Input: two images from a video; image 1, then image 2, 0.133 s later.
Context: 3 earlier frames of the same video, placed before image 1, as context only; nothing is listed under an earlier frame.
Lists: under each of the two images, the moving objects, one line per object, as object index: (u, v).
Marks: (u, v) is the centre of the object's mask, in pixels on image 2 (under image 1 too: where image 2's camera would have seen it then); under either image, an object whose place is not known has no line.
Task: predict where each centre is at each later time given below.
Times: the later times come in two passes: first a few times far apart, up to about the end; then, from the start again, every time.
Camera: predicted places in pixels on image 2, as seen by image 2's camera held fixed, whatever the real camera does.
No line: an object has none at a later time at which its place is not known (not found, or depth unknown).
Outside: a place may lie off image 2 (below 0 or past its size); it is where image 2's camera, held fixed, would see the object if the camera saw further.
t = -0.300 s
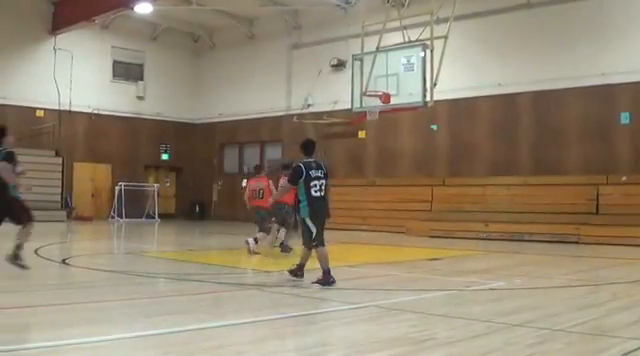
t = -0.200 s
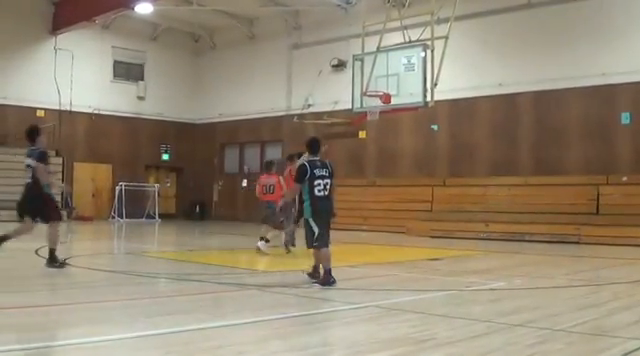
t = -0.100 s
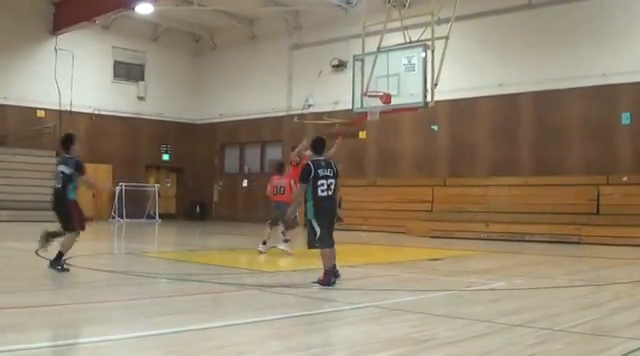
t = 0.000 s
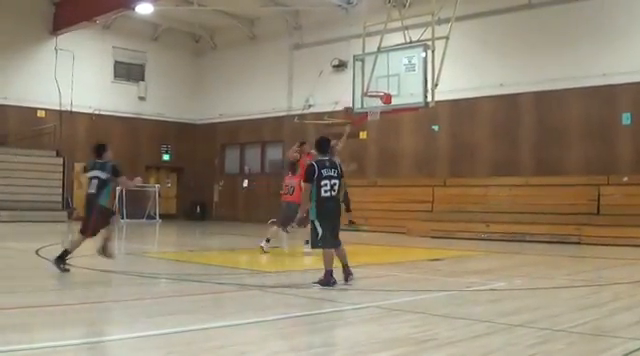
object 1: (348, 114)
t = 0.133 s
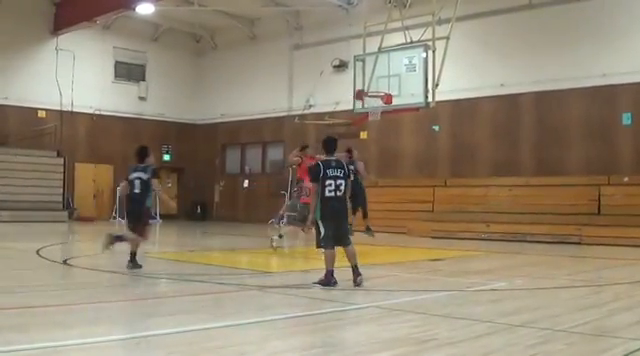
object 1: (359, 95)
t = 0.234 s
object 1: (368, 88)
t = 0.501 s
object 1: (379, 89)
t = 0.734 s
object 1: (380, 110)
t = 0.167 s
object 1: (363, 92)
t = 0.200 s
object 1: (366, 90)
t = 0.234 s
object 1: (368, 88)
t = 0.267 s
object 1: (372, 86)
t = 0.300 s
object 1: (374, 85)
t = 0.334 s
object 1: (377, 85)
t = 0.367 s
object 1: (378, 85)
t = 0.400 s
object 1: (379, 85)
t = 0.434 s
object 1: (379, 86)
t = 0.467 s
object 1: (379, 87)
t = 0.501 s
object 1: (379, 89)
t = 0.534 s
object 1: (380, 92)
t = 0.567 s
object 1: (379, 94)
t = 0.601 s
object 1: (379, 97)
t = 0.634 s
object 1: (379, 101)
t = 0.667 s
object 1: (378, 104)
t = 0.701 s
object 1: (378, 109)
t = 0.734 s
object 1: (380, 110)
